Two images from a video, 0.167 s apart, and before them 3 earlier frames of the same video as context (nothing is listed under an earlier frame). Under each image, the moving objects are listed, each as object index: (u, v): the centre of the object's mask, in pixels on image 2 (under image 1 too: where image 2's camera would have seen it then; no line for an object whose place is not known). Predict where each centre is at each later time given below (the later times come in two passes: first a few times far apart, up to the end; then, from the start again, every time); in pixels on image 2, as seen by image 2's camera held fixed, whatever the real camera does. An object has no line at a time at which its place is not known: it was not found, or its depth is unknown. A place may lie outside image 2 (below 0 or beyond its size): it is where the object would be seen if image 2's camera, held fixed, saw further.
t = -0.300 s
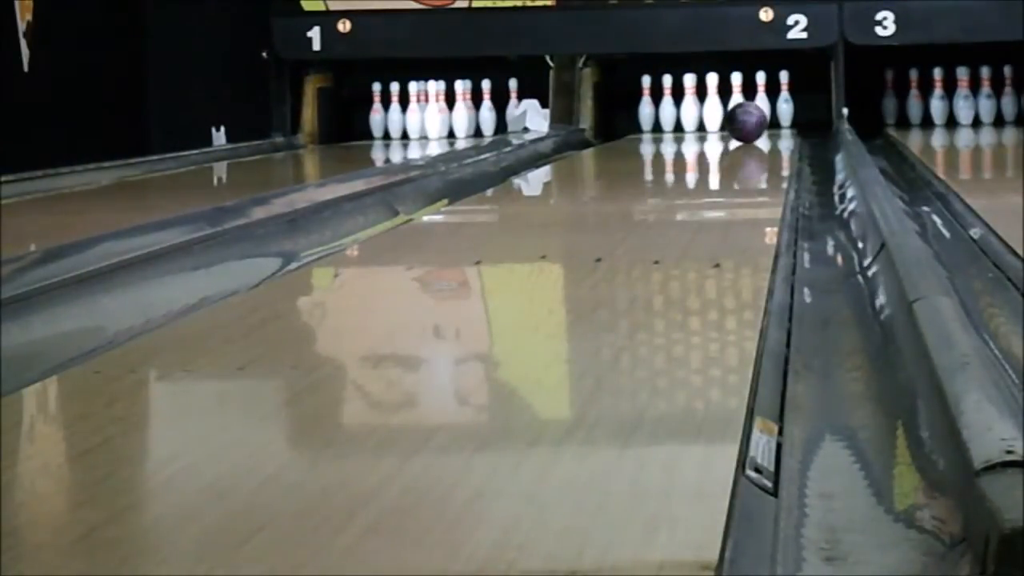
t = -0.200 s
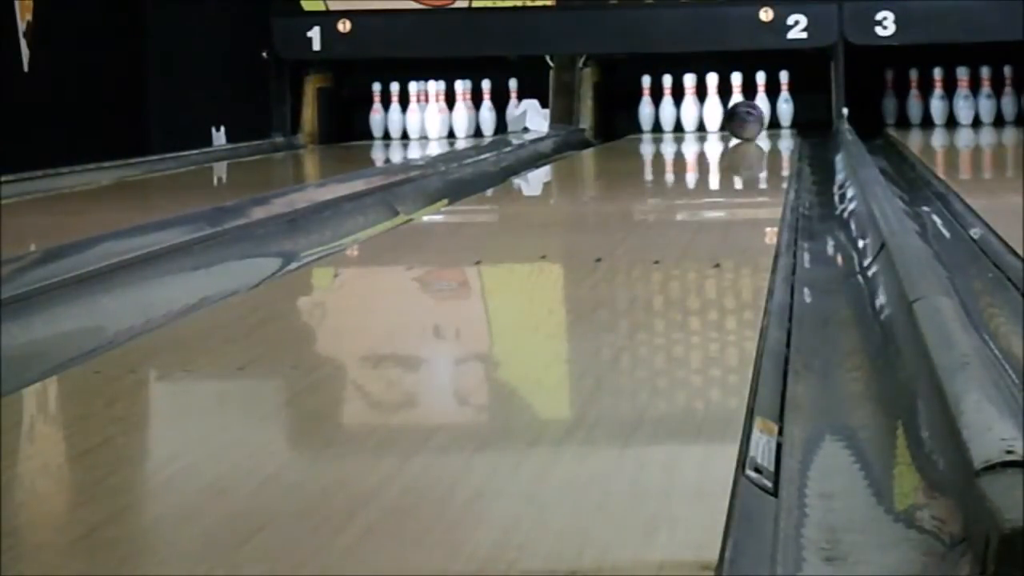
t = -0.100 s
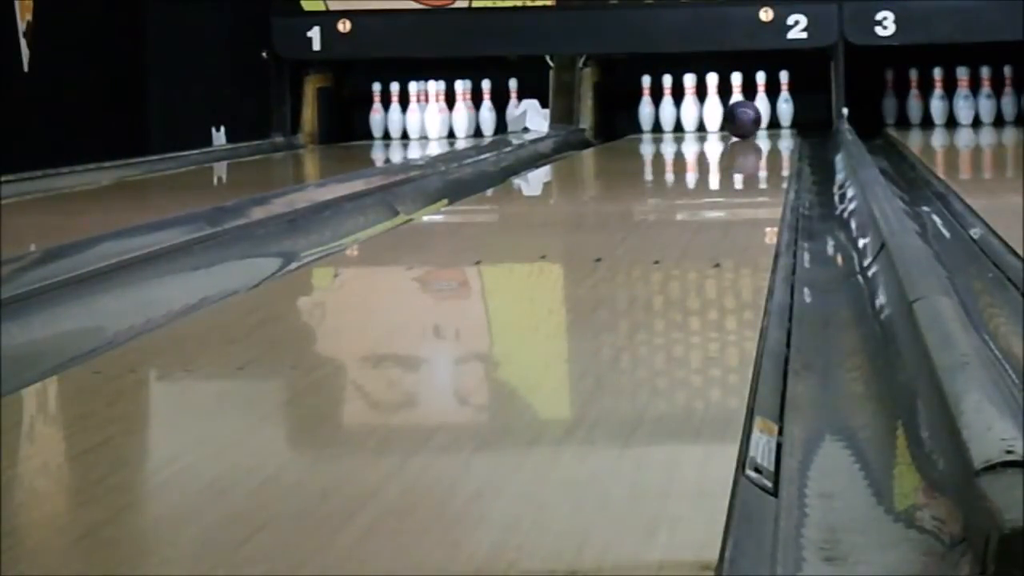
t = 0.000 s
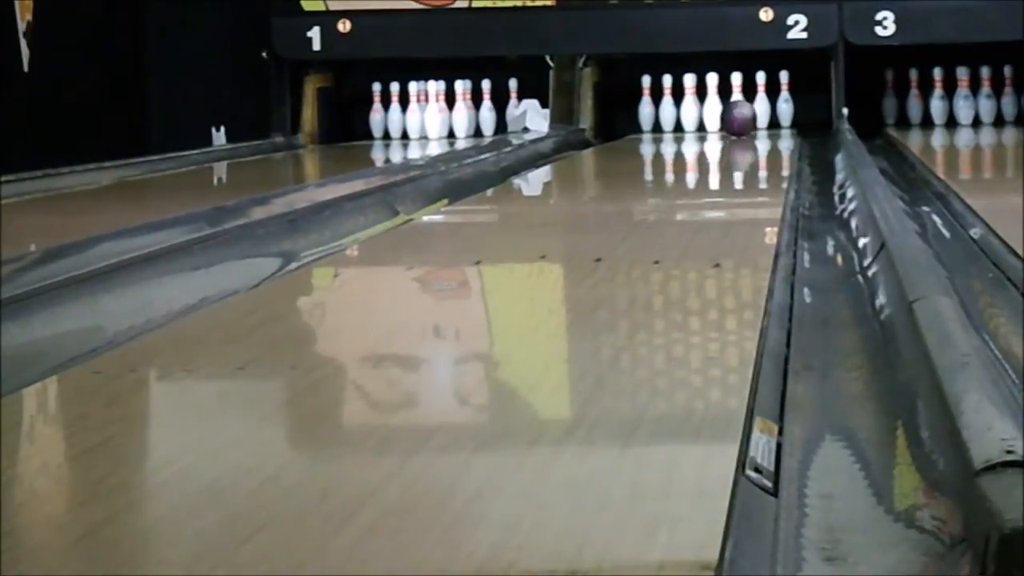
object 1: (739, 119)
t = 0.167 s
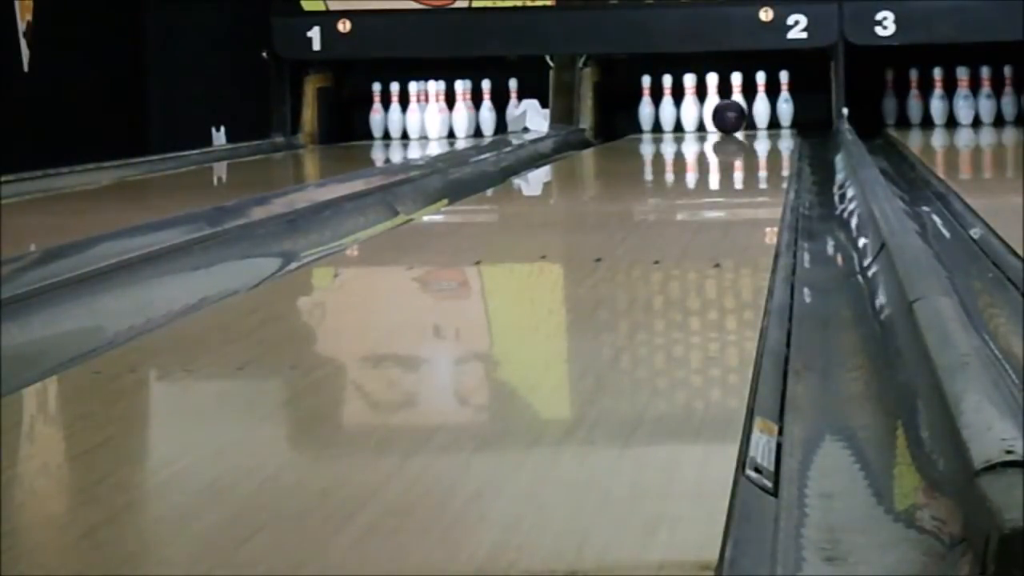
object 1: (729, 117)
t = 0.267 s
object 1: (720, 116)
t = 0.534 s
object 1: (697, 115)
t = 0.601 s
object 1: (688, 116)
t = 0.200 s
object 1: (727, 116)
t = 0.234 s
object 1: (723, 116)
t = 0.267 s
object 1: (720, 116)
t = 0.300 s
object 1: (719, 115)
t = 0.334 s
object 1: (719, 116)
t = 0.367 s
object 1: (717, 116)
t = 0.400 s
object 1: (715, 116)
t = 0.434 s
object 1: (713, 115)
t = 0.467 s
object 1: (710, 116)
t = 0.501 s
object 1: (702, 115)
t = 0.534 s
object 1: (697, 115)
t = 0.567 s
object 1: (695, 115)
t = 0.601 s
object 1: (688, 116)
